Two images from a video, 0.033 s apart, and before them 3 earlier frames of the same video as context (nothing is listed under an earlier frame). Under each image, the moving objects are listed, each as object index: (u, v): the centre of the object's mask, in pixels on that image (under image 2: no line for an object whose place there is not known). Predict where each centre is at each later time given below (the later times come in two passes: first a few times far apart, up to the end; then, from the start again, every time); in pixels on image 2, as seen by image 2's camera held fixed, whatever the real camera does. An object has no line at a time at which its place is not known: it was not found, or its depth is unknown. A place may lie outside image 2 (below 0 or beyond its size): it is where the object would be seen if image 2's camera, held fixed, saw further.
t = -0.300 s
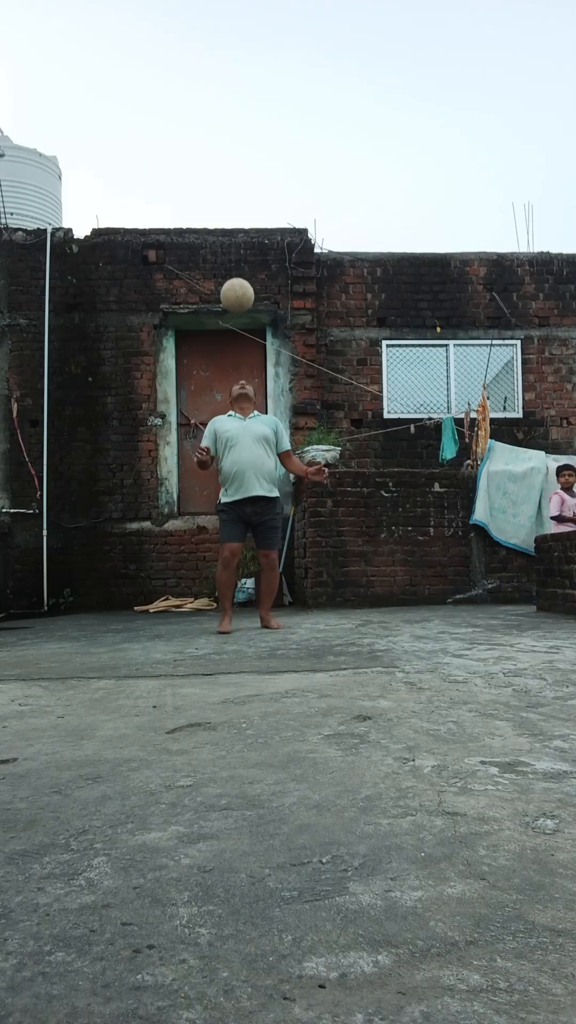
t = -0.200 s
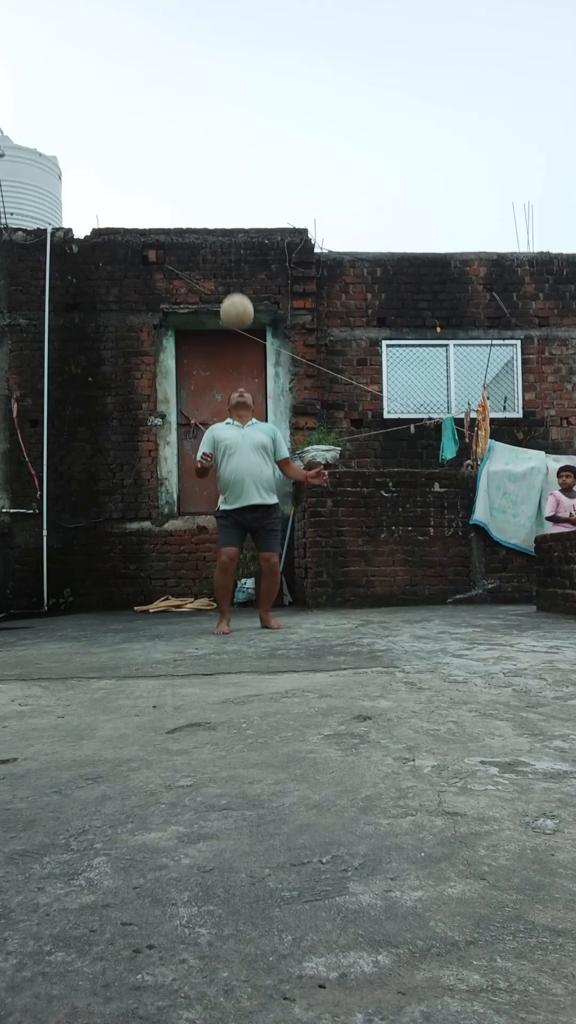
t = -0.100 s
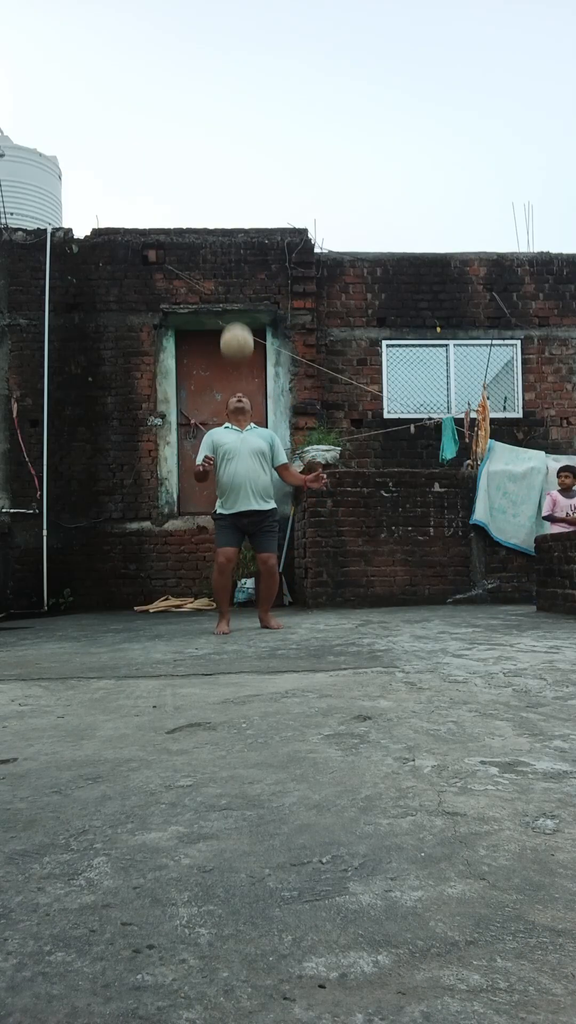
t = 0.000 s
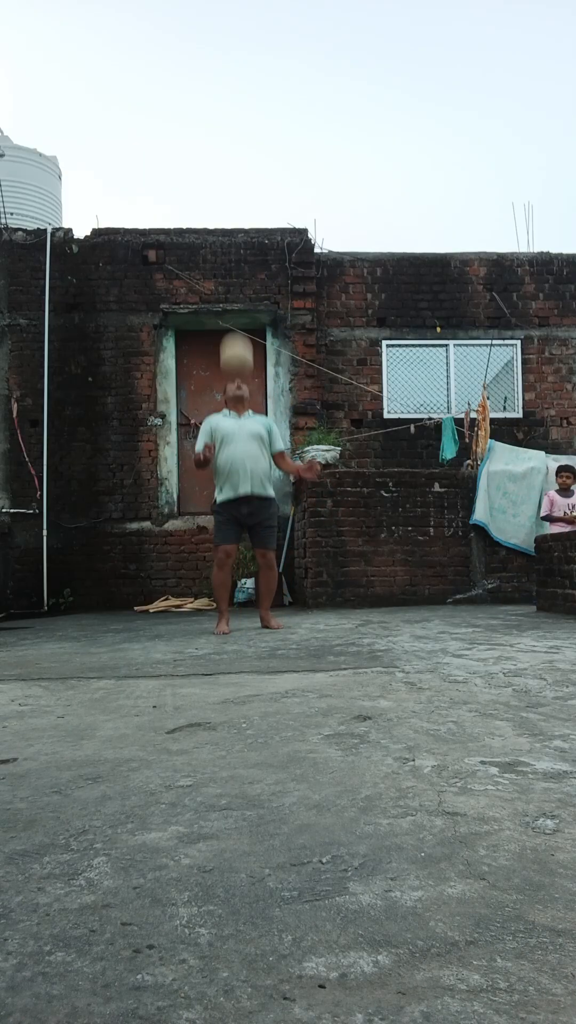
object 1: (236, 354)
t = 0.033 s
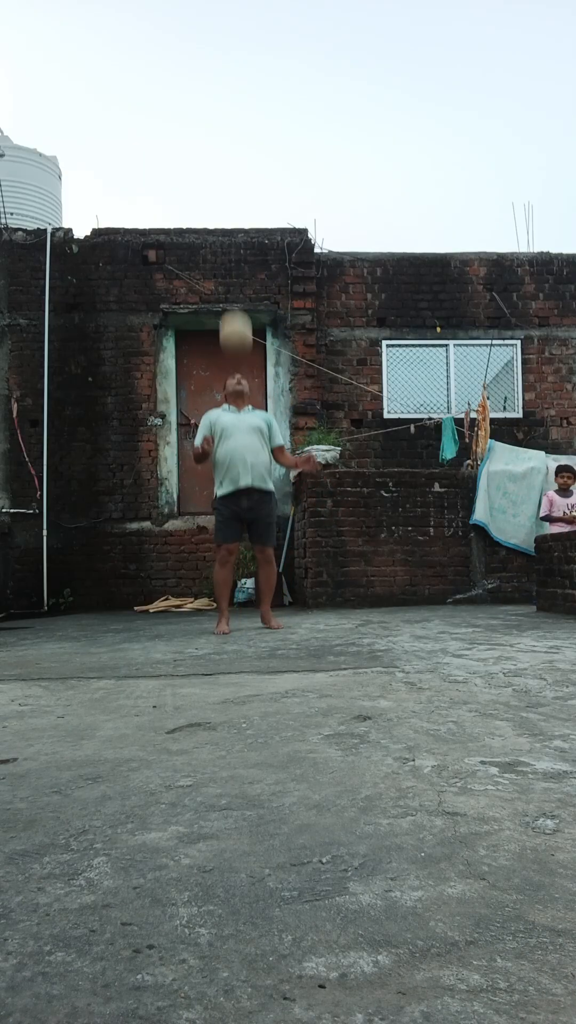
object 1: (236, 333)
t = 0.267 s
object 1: (231, 220)
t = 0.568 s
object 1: (229, 194)
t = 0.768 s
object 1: (229, 246)
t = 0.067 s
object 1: (235, 310)
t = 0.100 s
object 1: (234, 290)
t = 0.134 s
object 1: (234, 274)
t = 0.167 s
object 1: (233, 258)
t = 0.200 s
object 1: (233, 245)
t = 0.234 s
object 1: (232, 232)
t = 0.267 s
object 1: (231, 220)
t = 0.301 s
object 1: (231, 210)
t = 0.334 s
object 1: (231, 203)
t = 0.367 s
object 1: (230, 197)
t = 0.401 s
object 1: (230, 193)
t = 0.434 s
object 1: (230, 190)
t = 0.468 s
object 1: (229, 189)
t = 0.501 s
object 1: (229, 189)
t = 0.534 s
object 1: (229, 191)
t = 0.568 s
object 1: (229, 194)
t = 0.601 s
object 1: (229, 198)
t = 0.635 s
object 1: (229, 205)
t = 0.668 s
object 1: (229, 212)
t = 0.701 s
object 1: (229, 222)
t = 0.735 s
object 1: (229, 233)
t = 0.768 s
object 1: (229, 246)
